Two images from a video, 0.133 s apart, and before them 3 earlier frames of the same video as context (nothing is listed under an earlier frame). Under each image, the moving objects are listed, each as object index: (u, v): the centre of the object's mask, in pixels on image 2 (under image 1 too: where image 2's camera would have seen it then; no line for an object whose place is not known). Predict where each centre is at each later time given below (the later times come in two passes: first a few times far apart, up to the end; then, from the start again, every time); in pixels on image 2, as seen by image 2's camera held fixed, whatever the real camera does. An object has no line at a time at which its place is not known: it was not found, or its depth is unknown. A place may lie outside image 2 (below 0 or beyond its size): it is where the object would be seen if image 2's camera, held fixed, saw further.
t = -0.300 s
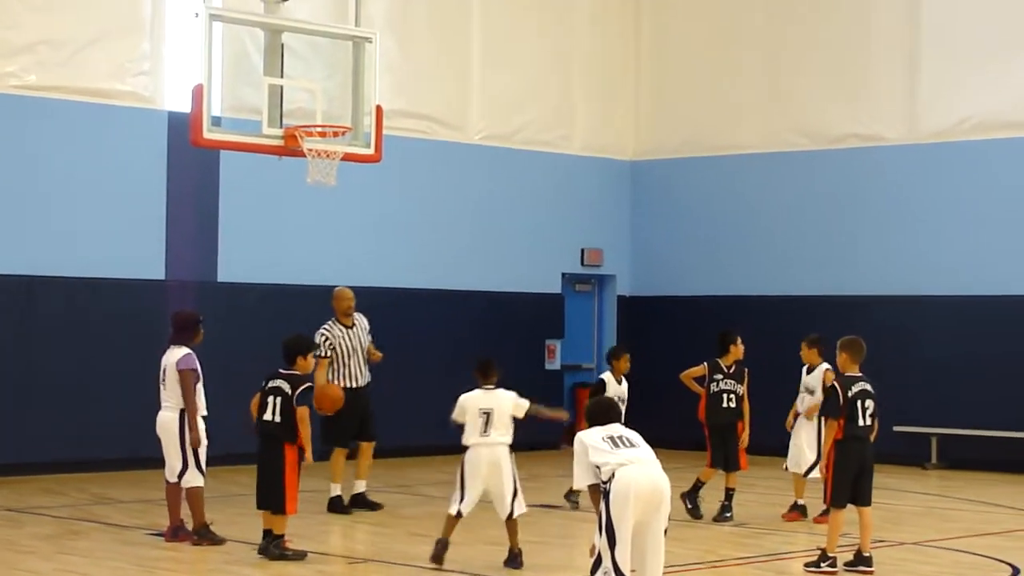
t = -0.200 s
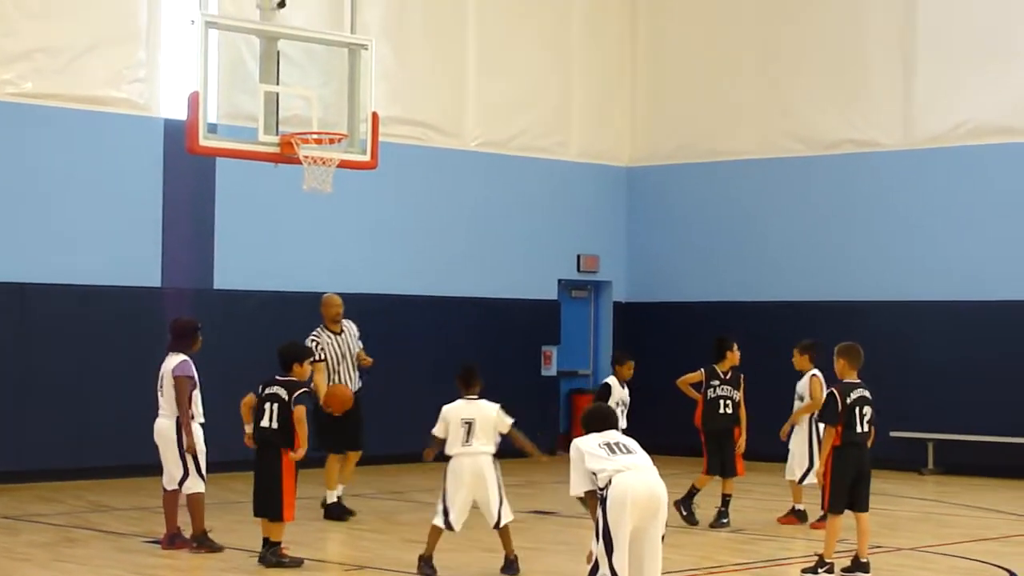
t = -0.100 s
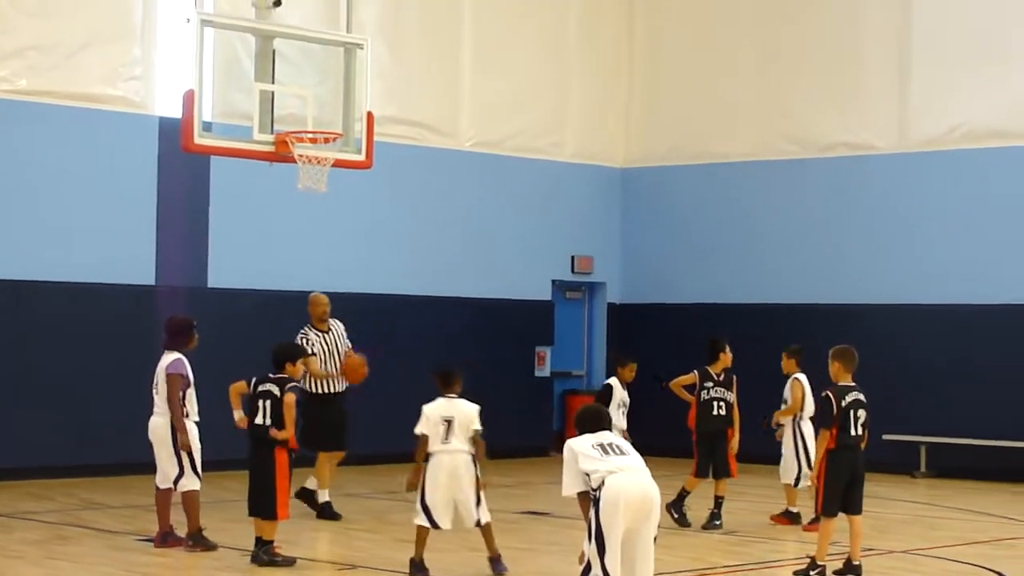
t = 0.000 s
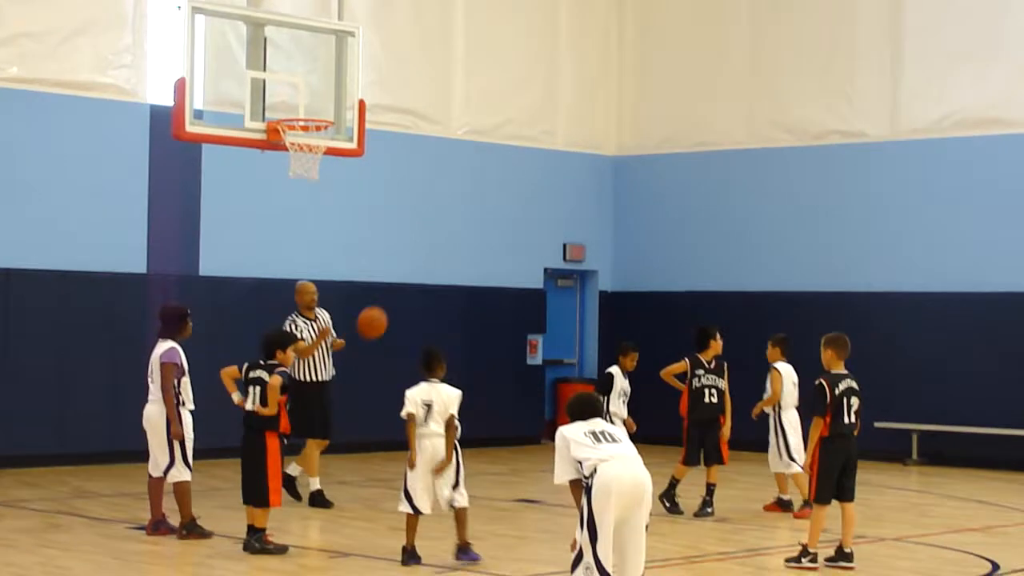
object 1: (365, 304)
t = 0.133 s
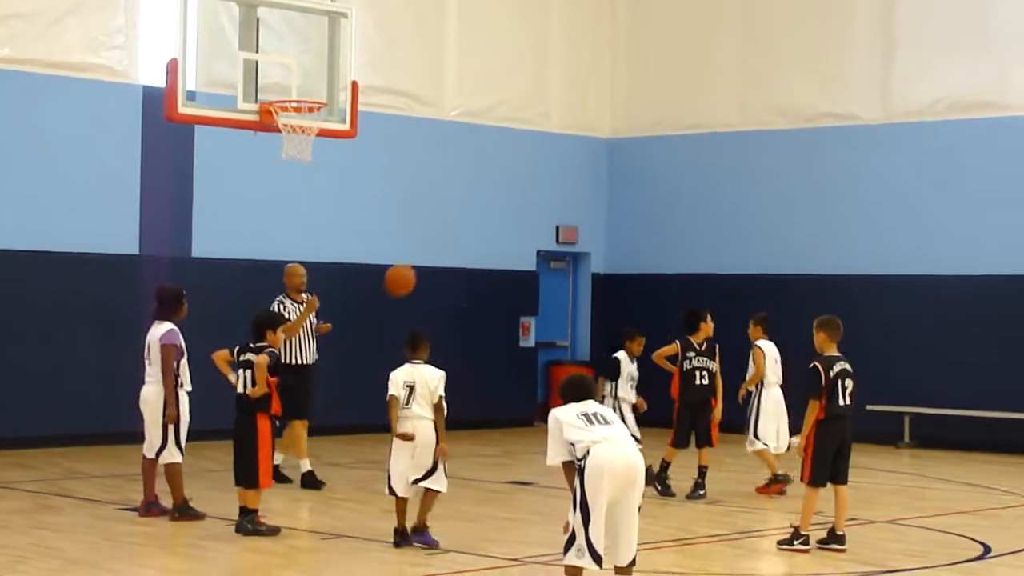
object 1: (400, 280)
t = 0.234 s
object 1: (426, 276)
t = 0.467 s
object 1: (489, 319)
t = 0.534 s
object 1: (508, 345)
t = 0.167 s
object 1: (408, 278)
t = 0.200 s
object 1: (417, 277)
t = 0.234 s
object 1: (426, 276)
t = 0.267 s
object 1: (435, 277)
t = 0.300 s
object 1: (444, 280)
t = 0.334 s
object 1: (453, 285)
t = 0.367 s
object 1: (462, 291)
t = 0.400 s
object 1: (472, 299)
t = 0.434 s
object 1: (481, 307)
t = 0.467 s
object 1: (489, 319)
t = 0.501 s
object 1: (499, 331)
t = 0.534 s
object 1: (508, 345)
